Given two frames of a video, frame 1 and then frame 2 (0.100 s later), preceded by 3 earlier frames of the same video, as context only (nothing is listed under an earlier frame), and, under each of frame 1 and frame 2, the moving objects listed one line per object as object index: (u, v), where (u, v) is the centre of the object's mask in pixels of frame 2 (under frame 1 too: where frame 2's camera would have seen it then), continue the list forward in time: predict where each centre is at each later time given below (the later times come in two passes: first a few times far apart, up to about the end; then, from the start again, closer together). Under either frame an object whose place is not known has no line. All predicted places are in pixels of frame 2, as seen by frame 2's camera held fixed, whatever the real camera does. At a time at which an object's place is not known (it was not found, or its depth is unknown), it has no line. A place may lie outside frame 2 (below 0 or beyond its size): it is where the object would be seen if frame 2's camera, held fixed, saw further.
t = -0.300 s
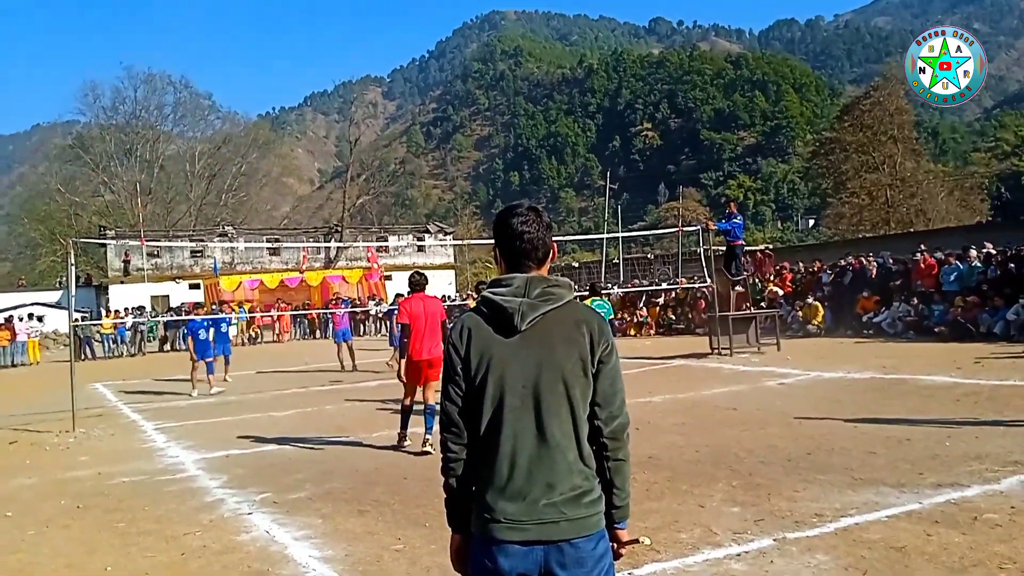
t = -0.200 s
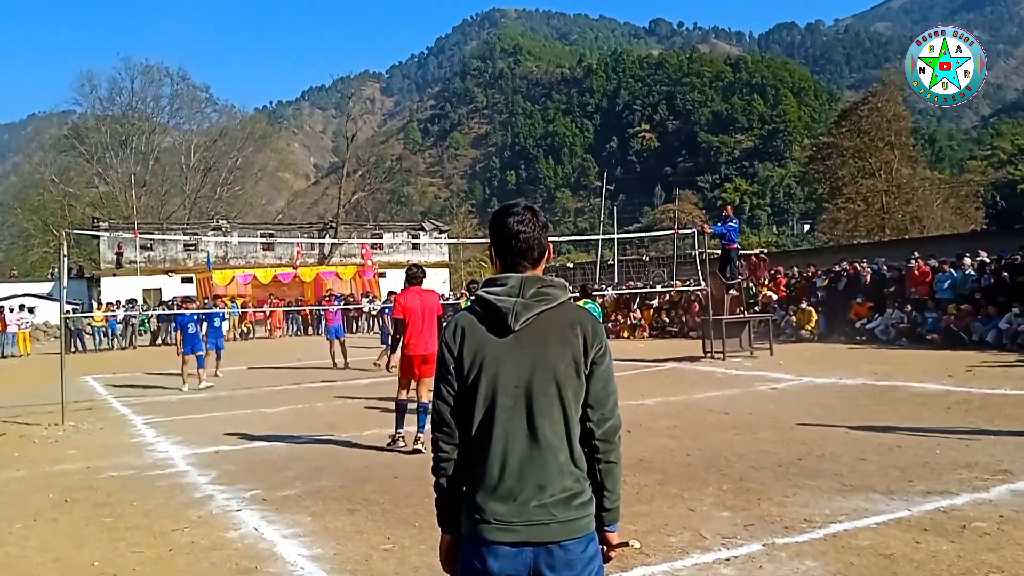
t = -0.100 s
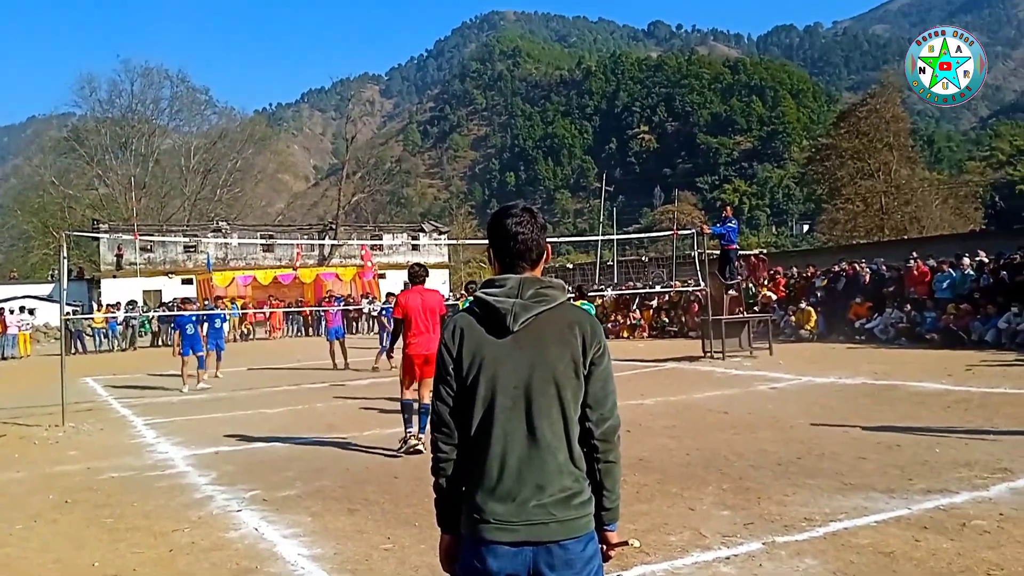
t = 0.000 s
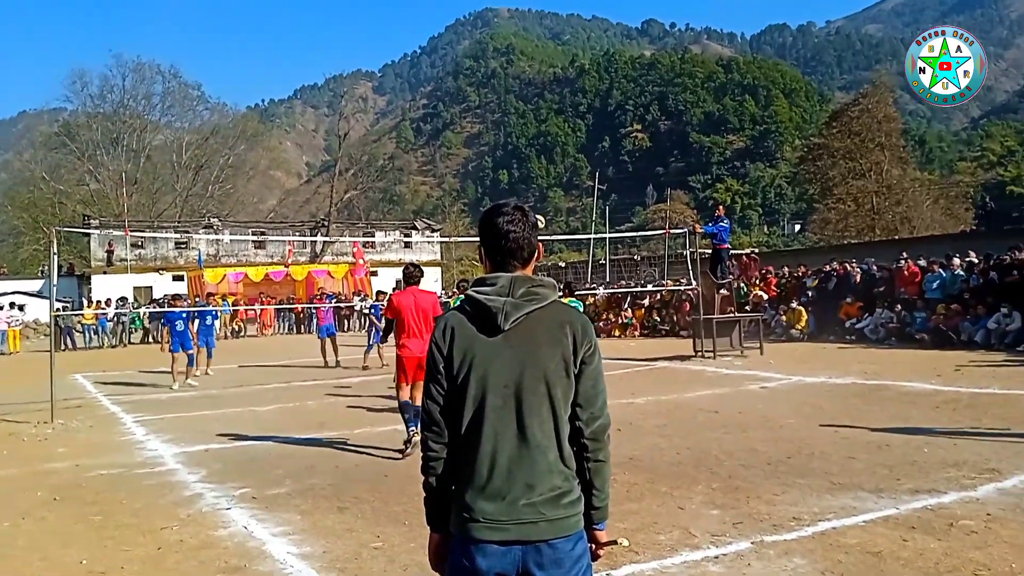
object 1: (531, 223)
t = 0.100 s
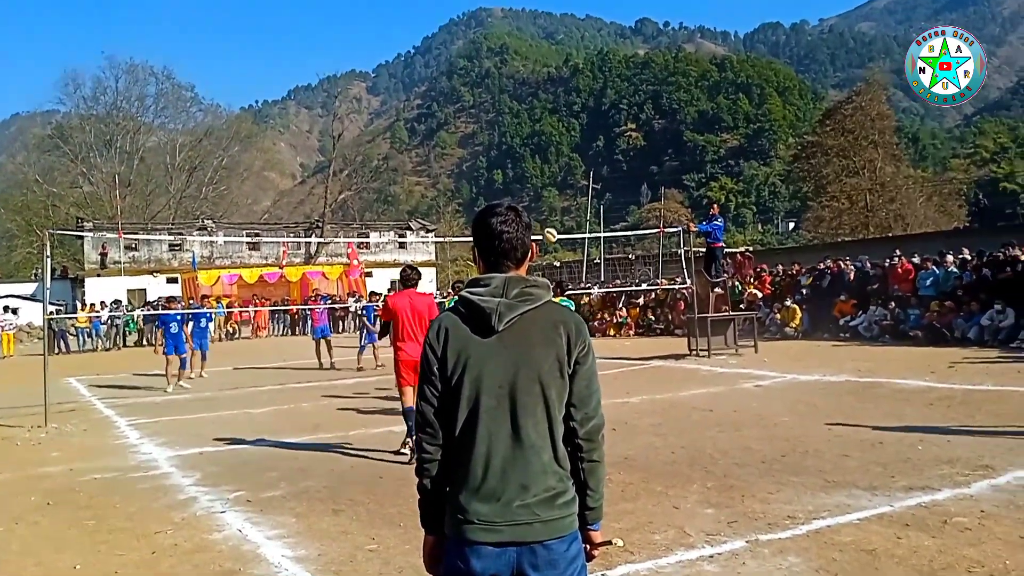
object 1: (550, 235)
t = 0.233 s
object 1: (577, 267)
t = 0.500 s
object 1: (639, 398)
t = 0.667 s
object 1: (692, 370)
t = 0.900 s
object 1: (789, 330)
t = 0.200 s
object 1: (570, 258)
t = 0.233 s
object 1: (577, 267)
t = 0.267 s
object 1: (584, 280)
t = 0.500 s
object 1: (639, 398)
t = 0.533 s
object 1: (648, 412)
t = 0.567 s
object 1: (659, 400)
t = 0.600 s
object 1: (670, 389)
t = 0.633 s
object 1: (681, 379)
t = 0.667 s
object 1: (692, 370)
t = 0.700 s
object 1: (705, 362)
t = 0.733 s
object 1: (718, 354)
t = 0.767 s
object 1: (731, 347)
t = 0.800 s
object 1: (744, 341)
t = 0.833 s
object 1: (759, 336)
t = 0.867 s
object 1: (774, 333)
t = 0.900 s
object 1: (789, 330)
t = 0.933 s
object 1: (807, 328)
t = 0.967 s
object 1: (825, 329)
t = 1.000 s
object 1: (843, 331)
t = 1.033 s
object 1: (866, 334)
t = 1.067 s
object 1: (888, 340)
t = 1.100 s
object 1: (911, 348)
